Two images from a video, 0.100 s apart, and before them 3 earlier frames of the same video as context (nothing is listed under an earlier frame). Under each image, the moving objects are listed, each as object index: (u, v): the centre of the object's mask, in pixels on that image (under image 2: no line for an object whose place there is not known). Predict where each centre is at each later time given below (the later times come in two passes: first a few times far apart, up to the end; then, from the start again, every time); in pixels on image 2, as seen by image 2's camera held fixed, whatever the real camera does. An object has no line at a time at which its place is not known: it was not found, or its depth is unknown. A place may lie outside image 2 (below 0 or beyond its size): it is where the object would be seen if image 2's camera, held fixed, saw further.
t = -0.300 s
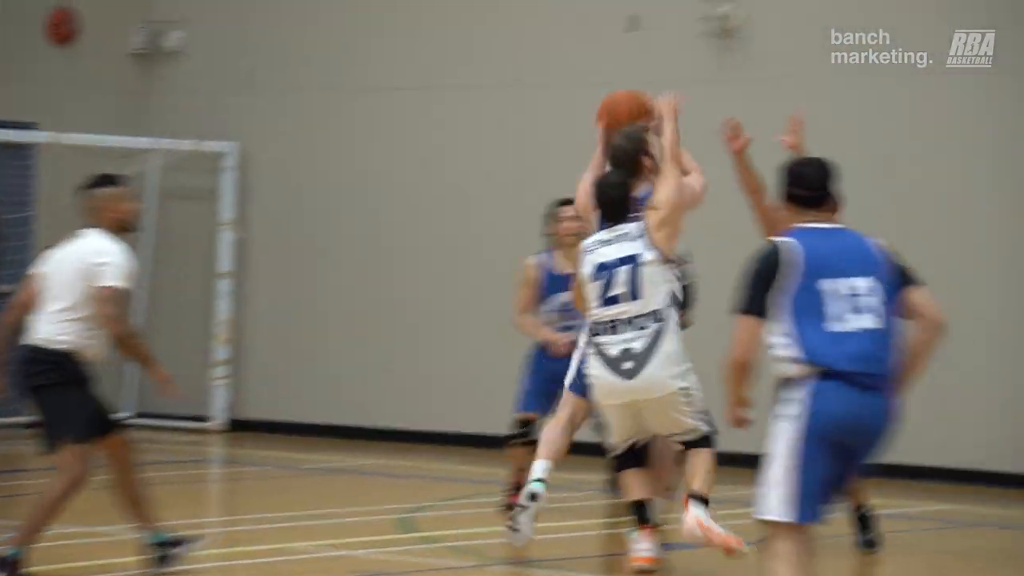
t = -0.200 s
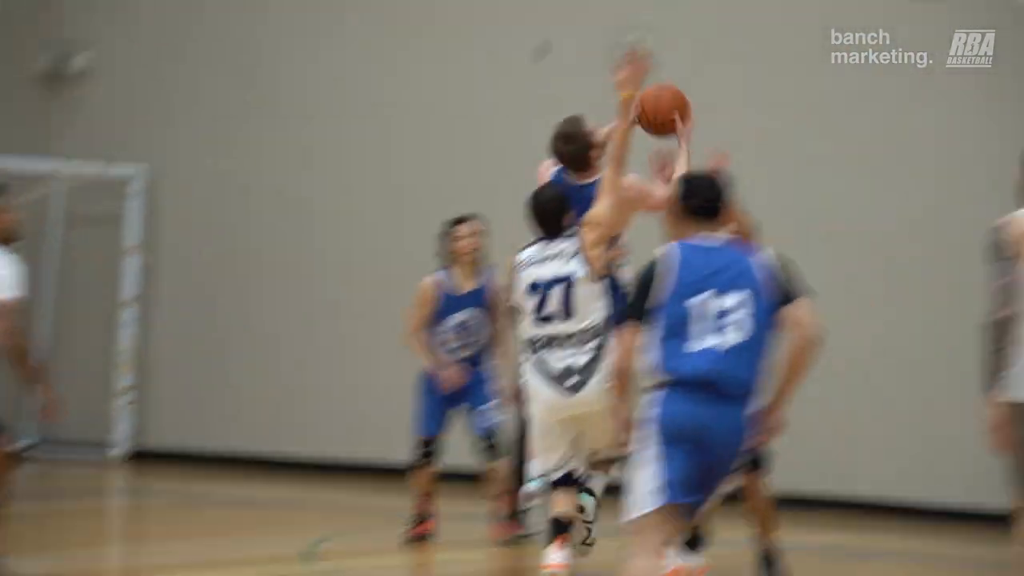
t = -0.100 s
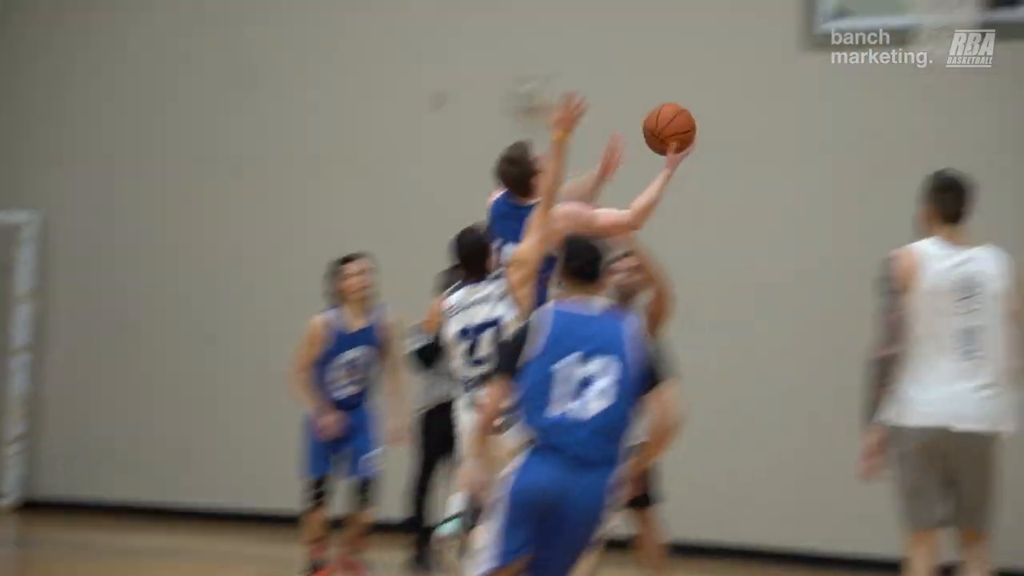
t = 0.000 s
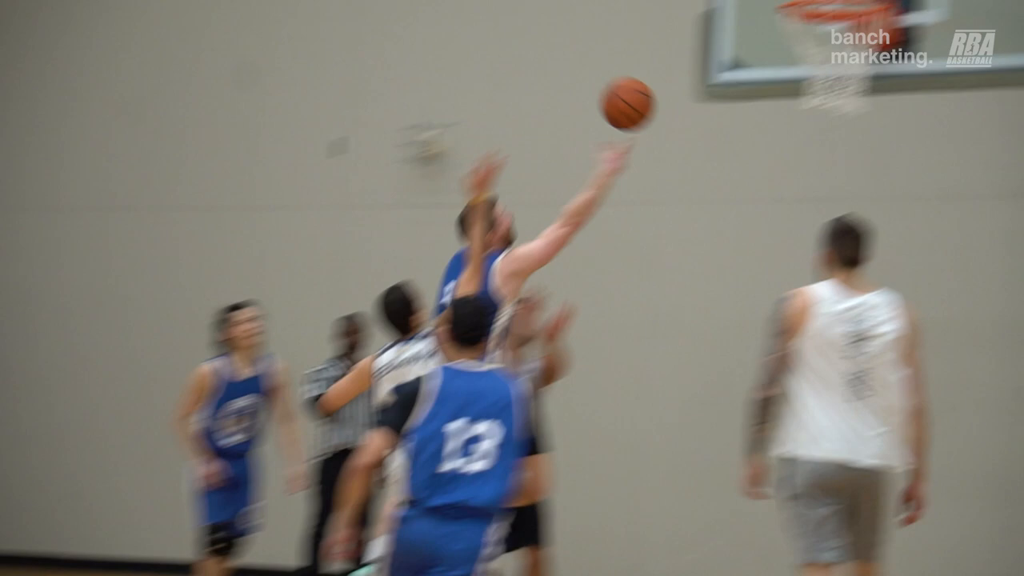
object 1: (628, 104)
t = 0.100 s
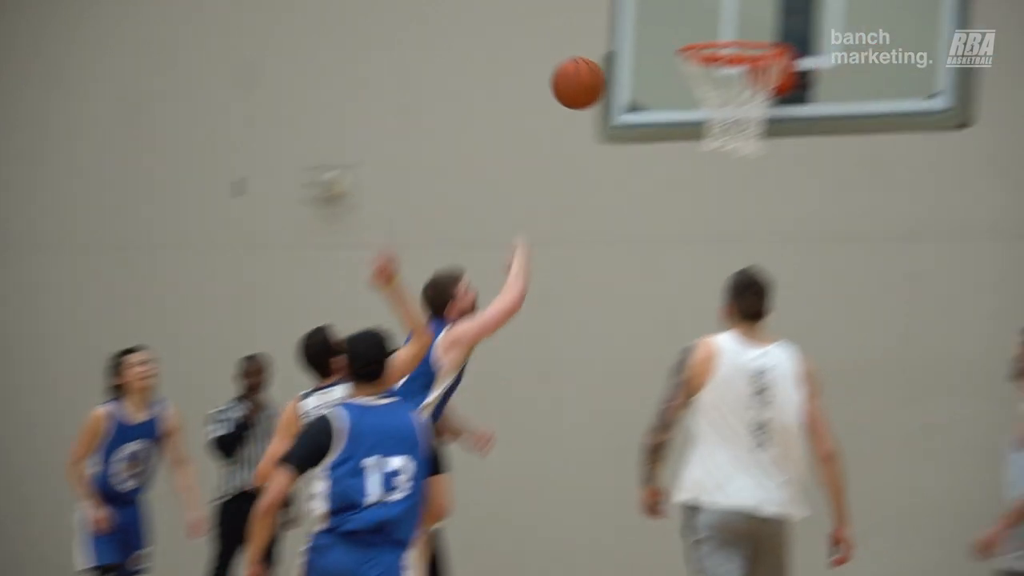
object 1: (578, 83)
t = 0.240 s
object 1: (642, 33)
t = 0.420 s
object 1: (720, 24)
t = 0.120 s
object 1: (586, 73)
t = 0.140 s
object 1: (596, 64)
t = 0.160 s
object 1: (605, 56)
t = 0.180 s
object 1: (615, 49)
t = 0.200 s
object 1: (624, 43)
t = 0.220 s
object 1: (633, 37)
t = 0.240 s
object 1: (642, 33)
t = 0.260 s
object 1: (651, 29)
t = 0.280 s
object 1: (660, 26)
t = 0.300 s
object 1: (669, 24)
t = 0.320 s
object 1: (678, 22)
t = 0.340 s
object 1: (686, 22)
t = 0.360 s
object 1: (695, 21)
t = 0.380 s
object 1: (703, 22)
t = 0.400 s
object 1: (712, 23)
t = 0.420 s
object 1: (720, 24)
